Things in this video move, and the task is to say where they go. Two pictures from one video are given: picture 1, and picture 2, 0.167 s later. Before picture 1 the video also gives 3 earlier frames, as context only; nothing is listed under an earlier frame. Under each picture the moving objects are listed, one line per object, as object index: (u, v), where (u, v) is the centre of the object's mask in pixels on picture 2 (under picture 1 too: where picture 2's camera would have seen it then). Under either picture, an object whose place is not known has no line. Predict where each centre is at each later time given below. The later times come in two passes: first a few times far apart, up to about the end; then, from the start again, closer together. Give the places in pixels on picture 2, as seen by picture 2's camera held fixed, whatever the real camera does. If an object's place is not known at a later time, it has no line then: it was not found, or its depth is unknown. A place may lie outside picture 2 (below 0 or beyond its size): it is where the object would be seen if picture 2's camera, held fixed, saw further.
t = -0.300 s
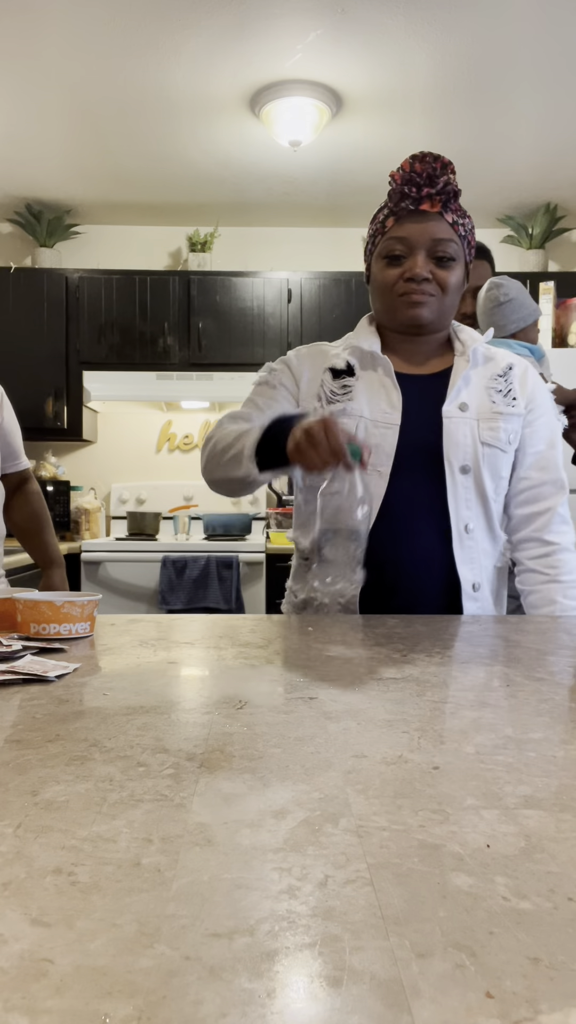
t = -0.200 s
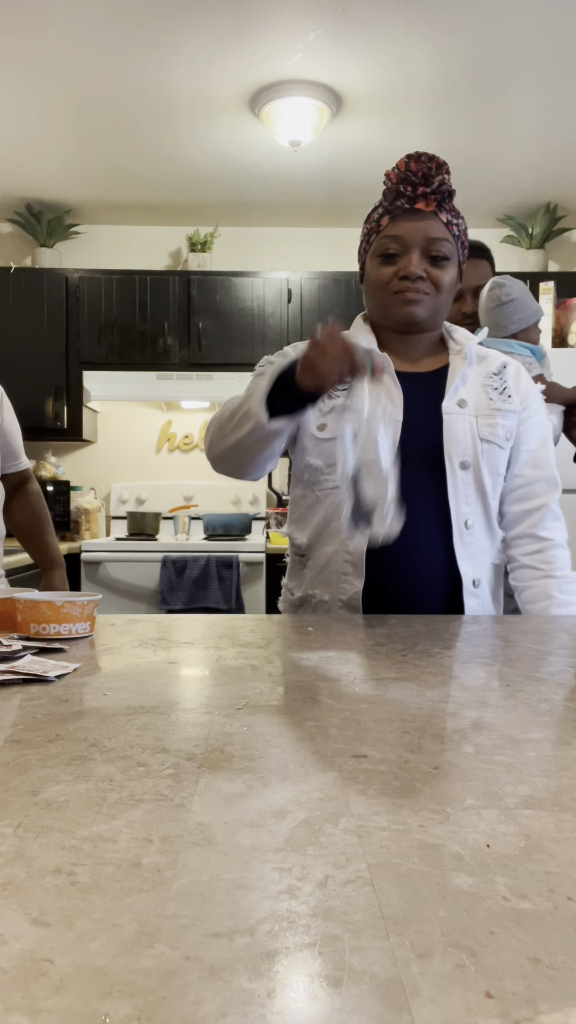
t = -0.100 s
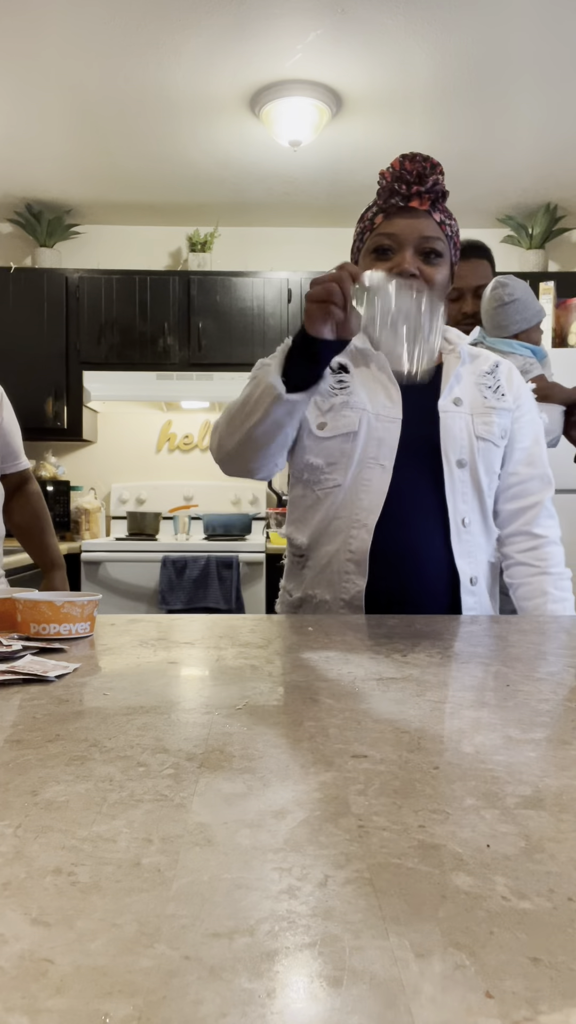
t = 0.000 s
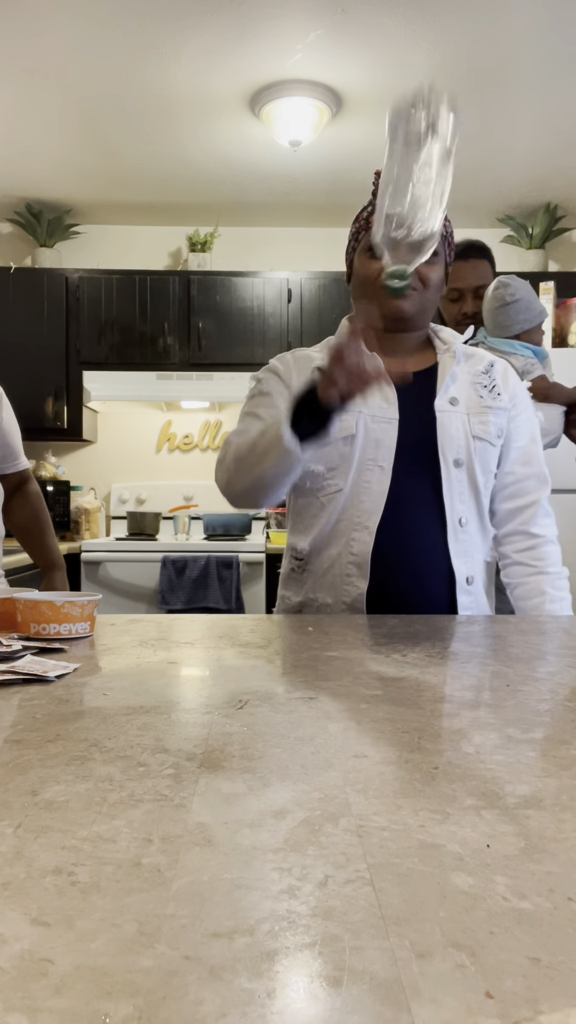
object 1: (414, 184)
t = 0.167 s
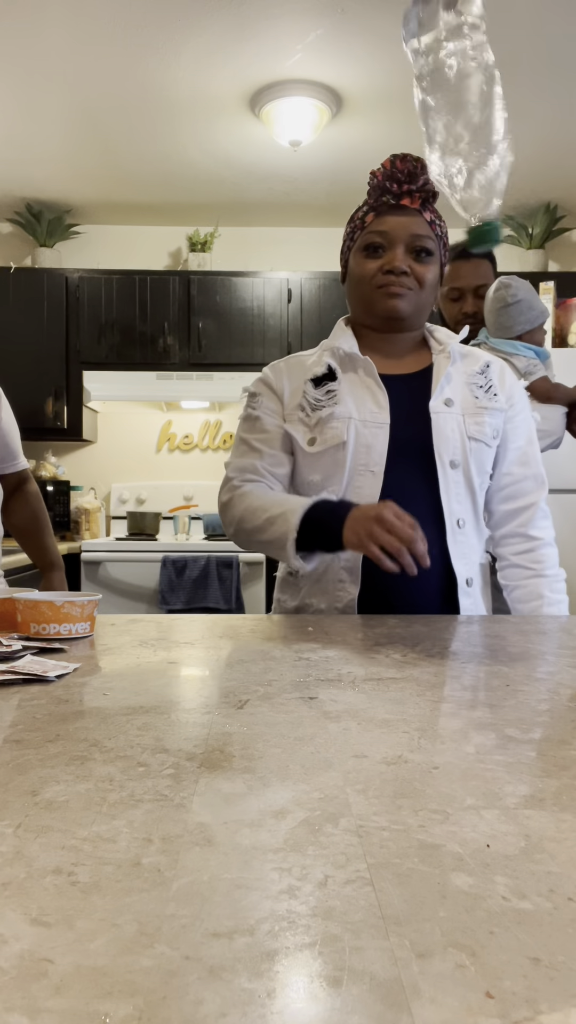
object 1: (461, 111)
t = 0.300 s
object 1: (493, 261)
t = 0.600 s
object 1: (493, 669)
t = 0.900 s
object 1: (441, 681)
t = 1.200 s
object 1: (367, 684)
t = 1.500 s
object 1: (312, 686)
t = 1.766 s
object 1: (270, 690)
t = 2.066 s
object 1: (294, 688)
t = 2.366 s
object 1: (277, 690)
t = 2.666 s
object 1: (288, 690)
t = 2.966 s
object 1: (280, 690)
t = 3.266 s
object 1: (286, 690)
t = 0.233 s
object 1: (476, 149)
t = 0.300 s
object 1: (493, 261)
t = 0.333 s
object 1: (501, 337)
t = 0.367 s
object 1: (508, 440)
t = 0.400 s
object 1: (511, 556)
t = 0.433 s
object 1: (504, 661)
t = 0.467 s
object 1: (505, 658)
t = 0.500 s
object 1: (503, 655)
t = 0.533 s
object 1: (503, 659)
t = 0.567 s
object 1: (499, 667)
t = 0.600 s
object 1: (493, 669)
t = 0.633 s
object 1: (487, 671)
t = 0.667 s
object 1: (481, 673)
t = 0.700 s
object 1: (477, 675)
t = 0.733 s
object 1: (473, 676)
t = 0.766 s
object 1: (469, 677)
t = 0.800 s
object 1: (465, 678)
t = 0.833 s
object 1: (460, 679)
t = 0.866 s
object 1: (451, 680)
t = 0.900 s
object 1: (441, 681)
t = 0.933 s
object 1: (430, 680)
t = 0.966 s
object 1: (421, 681)
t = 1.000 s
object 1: (415, 681)
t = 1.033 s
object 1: (410, 681)
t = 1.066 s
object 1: (403, 682)
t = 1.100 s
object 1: (395, 682)
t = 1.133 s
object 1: (386, 683)
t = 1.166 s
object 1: (377, 684)
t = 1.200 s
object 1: (367, 684)
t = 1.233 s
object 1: (360, 684)
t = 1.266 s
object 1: (354, 684)
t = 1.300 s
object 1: (349, 685)
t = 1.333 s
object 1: (343, 685)
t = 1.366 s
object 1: (336, 684)
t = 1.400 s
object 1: (329, 684)
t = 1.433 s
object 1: (323, 685)
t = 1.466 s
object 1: (317, 685)
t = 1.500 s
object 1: (312, 686)
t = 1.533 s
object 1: (304, 688)
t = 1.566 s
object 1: (294, 691)
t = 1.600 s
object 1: (285, 691)
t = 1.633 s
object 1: (280, 691)
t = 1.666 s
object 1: (277, 690)
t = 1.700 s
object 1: (275, 690)
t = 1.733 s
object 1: (273, 689)
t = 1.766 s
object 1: (270, 690)
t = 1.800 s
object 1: (270, 690)
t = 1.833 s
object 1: (274, 689)
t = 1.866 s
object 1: (282, 690)
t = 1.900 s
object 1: (290, 689)
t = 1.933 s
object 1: (294, 688)
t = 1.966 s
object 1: (295, 688)
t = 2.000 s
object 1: (293, 689)
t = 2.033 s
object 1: (293, 689)
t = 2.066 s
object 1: (294, 688)
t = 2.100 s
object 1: (294, 688)
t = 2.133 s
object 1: (290, 689)
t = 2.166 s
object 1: (285, 690)
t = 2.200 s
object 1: (279, 690)
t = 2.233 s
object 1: (274, 689)
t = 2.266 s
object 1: (274, 689)
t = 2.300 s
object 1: (276, 690)
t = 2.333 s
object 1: (277, 690)
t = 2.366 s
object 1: (277, 690)
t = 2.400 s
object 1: (277, 690)
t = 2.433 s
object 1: (279, 690)
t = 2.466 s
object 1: (284, 690)
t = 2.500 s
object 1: (290, 690)
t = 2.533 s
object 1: (293, 689)
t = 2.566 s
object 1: (293, 688)
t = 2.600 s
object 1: (290, 690)
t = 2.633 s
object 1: (288, 690)
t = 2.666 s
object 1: (288, 690)
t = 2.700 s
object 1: (288, 690)
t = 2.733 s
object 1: (286, 690)
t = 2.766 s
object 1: (283, 690)
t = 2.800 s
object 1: (278, 690)
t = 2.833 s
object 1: (274, 690)
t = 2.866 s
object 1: (275, 690)
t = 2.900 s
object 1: (279, 690)
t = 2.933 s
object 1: (280, 690)
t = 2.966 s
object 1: (280, 690)
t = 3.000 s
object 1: (279, 690)
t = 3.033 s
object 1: (280, 690)
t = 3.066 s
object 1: (283, 691)
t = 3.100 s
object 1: (288, 690)
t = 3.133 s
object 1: (291, 689)
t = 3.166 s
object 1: (291, 689)
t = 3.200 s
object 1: (288, 690)
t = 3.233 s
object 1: (286, 690)
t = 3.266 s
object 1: (286, 690)
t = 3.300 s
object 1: (286, 690)
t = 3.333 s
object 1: (287, 690)
